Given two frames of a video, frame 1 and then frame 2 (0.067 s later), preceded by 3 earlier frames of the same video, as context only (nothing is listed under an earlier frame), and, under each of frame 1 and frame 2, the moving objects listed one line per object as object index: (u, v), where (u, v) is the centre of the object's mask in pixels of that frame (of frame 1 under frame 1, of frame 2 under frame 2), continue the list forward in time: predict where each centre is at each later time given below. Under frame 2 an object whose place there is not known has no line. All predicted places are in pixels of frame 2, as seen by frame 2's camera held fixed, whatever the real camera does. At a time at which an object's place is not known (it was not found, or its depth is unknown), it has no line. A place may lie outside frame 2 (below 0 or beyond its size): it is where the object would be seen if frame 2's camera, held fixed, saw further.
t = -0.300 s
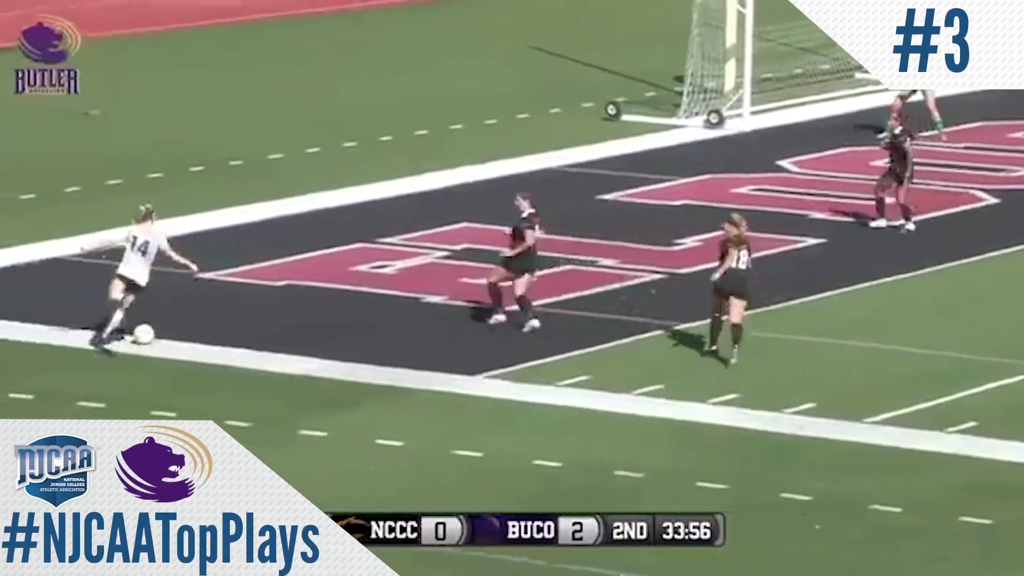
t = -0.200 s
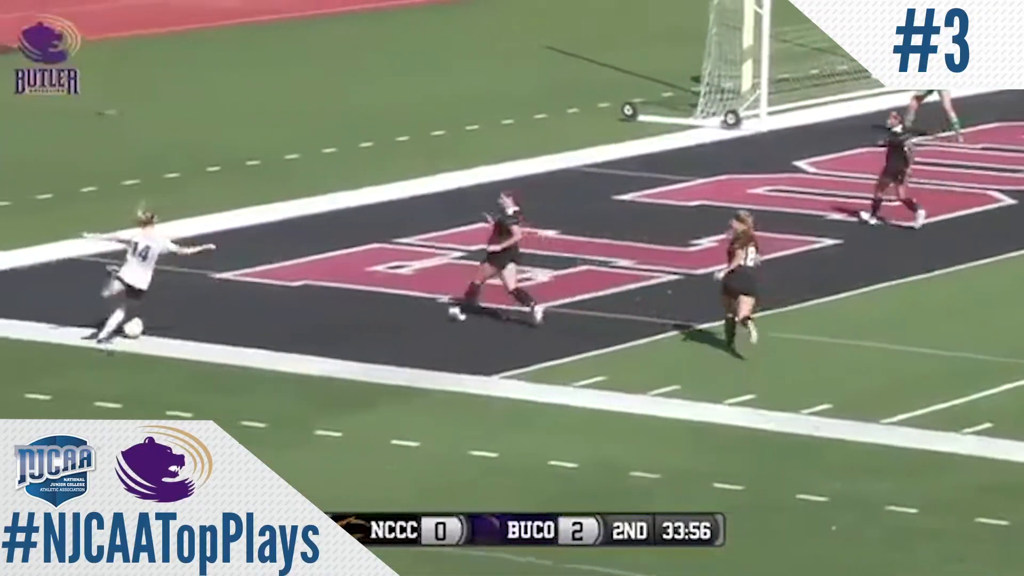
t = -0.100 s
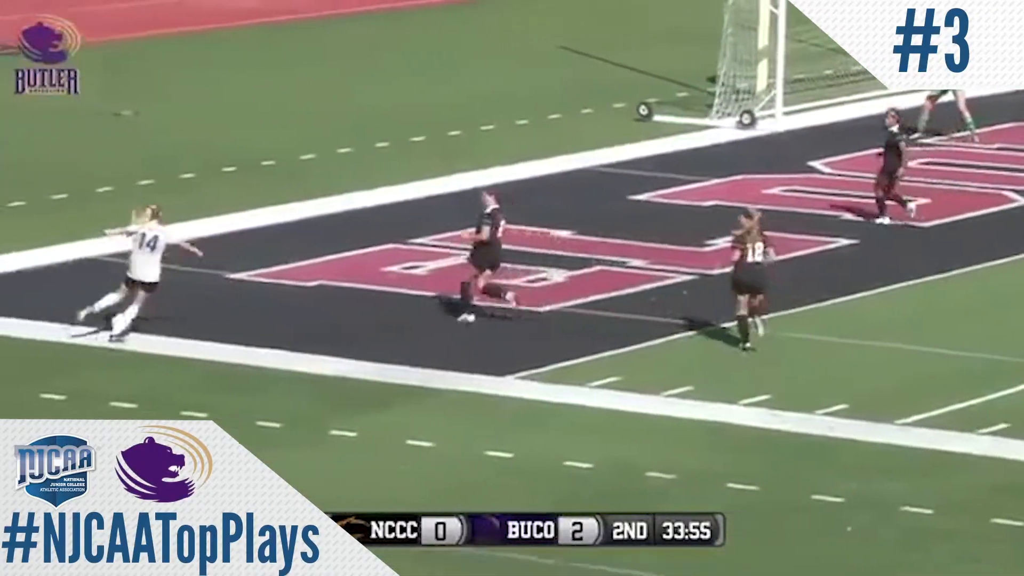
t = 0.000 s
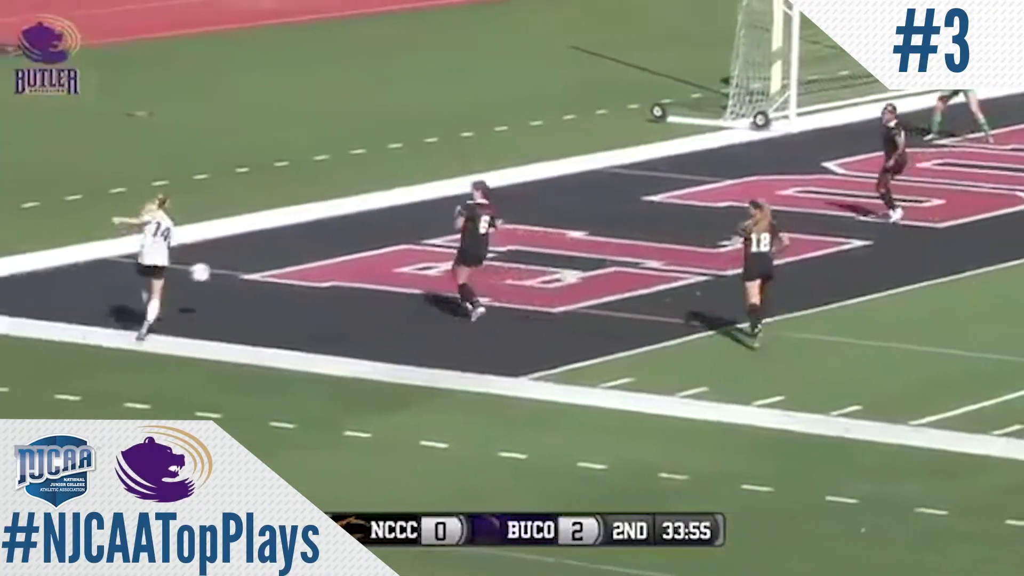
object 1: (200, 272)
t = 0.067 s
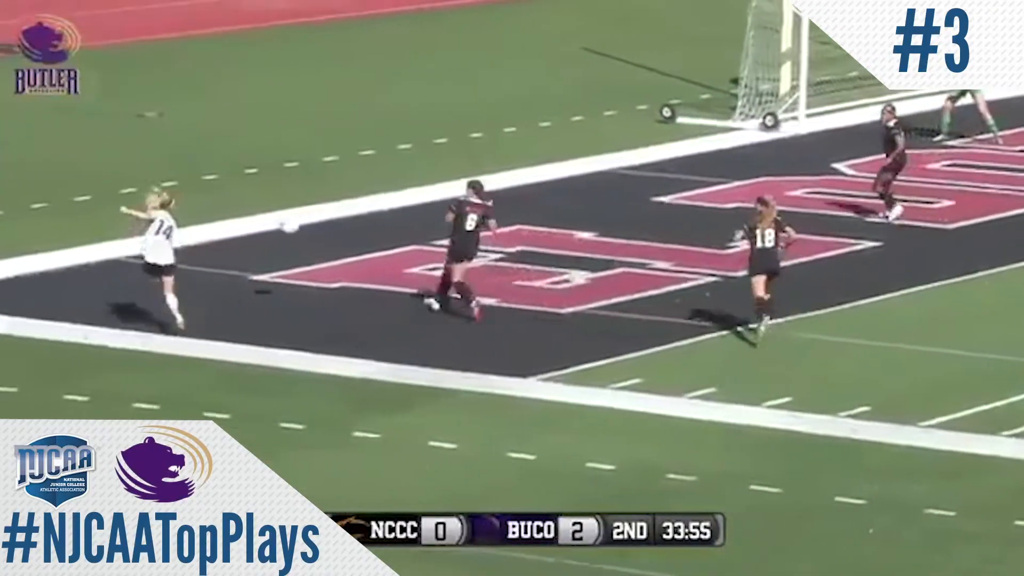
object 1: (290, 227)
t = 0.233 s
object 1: (472, 120)
